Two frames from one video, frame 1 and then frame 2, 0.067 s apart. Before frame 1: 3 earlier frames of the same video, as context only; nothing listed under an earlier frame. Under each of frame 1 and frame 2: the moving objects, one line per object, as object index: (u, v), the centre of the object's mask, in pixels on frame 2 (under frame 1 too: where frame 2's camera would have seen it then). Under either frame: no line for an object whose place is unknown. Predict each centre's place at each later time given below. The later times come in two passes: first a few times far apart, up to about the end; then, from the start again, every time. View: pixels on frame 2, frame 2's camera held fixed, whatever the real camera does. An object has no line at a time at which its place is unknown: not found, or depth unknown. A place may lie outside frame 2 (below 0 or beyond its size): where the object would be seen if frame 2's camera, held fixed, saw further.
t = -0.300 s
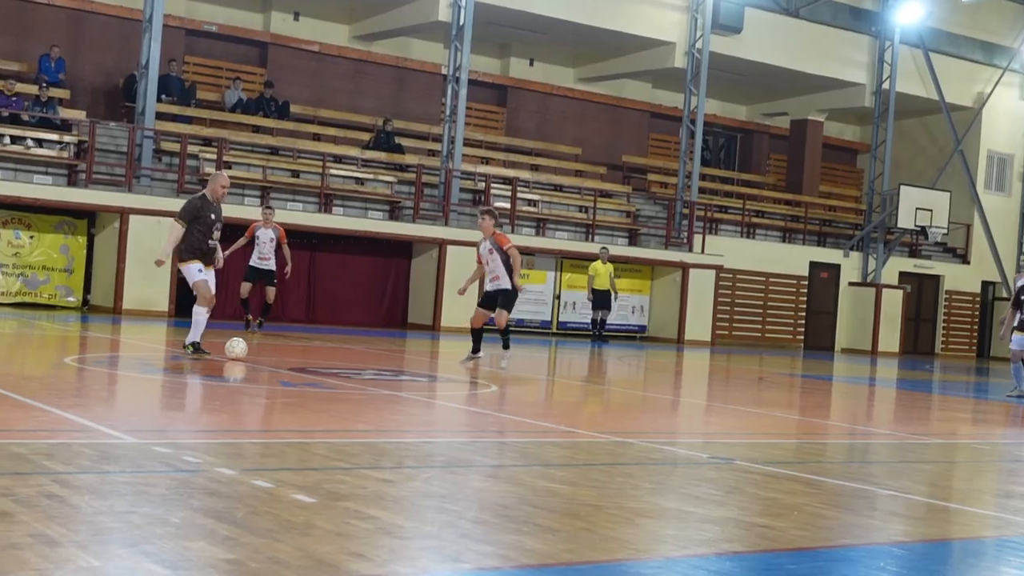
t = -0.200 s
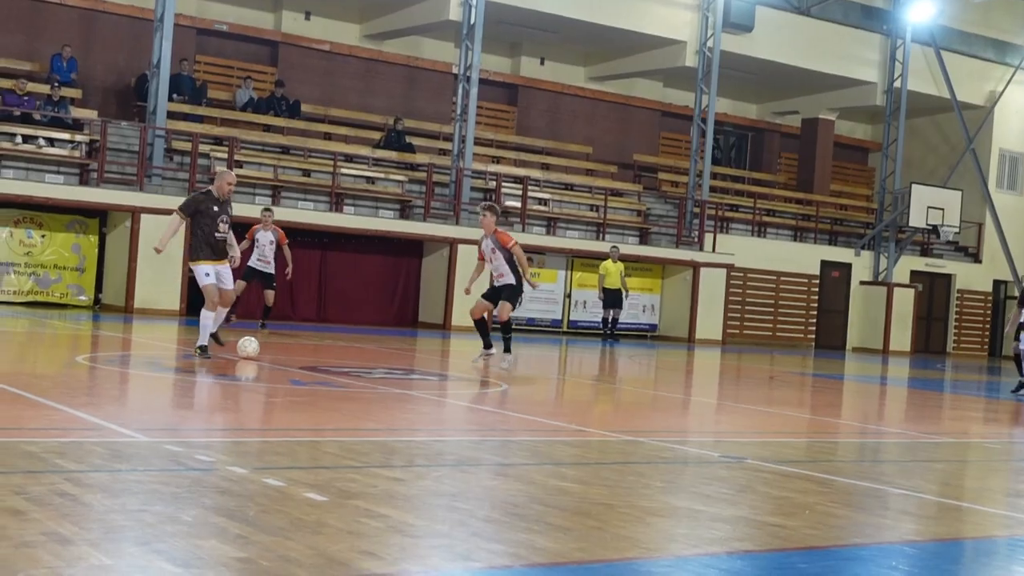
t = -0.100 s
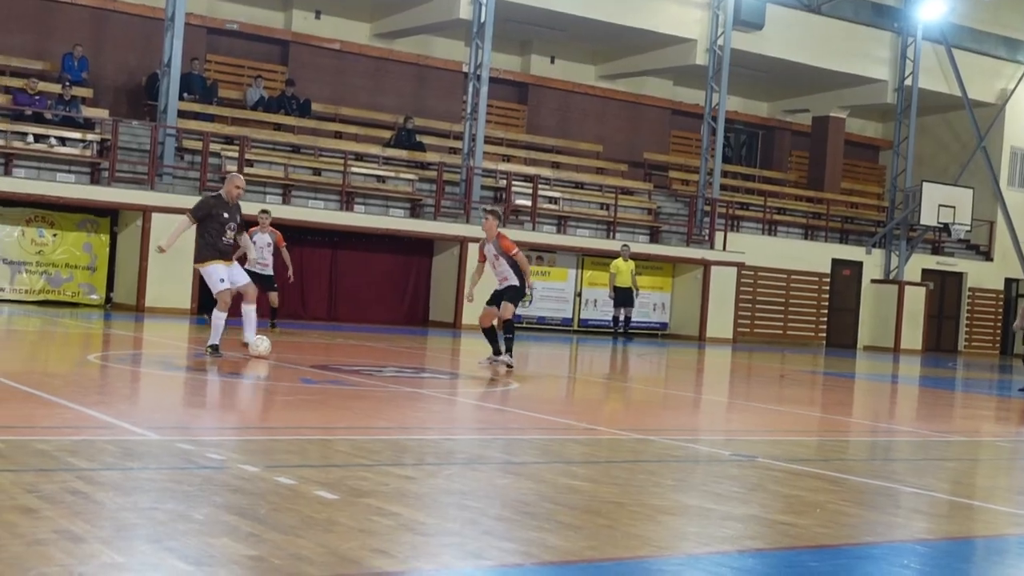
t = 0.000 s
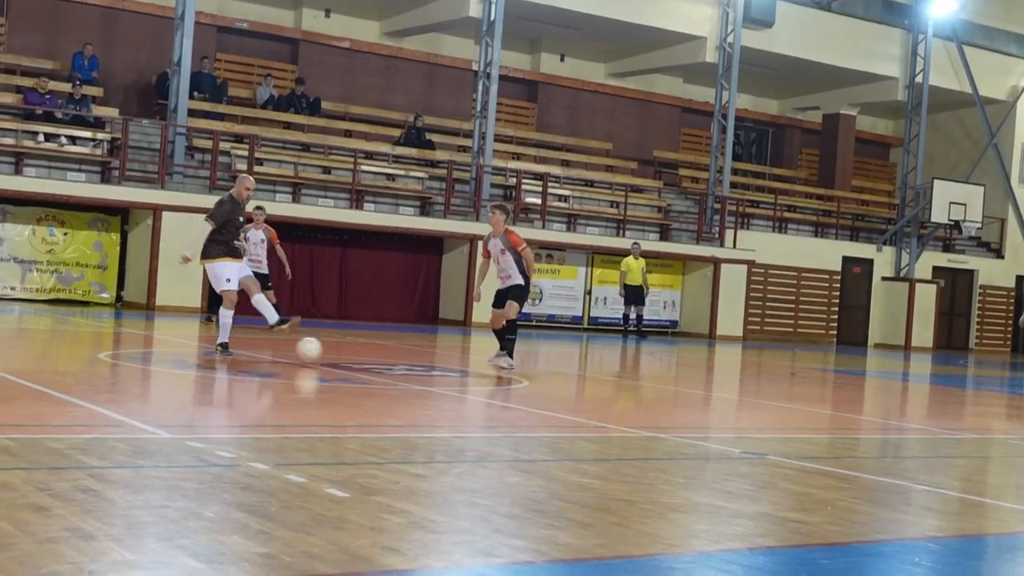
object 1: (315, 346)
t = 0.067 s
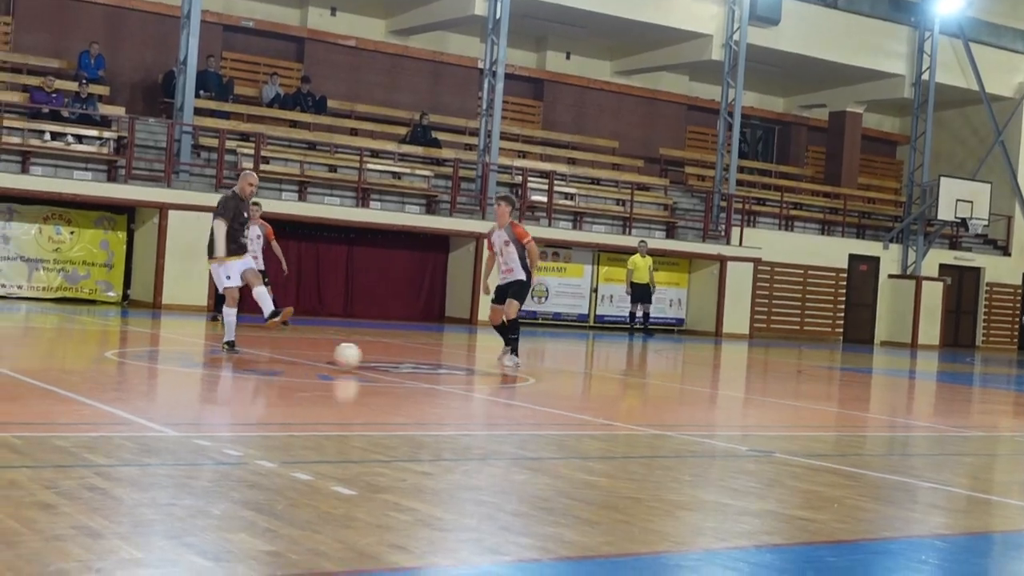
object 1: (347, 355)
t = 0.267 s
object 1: (461, 382)
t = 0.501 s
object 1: (633, 425)
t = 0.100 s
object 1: (365, 361)
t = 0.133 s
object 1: (383, 364)
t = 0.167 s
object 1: (400, 367)
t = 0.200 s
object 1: (419, 371)
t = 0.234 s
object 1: (439, 378)
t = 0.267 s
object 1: (461, 382)
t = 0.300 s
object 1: (481, 388)
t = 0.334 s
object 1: (503, 394)
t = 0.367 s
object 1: (528, 399)
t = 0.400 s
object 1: (552, 405)
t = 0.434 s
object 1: (578, 411)
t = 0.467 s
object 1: (605, 418)
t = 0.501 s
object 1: (633, 425)
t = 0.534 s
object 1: (661, 430)
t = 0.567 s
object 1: (694, 438)
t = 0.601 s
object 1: (727, 445)
